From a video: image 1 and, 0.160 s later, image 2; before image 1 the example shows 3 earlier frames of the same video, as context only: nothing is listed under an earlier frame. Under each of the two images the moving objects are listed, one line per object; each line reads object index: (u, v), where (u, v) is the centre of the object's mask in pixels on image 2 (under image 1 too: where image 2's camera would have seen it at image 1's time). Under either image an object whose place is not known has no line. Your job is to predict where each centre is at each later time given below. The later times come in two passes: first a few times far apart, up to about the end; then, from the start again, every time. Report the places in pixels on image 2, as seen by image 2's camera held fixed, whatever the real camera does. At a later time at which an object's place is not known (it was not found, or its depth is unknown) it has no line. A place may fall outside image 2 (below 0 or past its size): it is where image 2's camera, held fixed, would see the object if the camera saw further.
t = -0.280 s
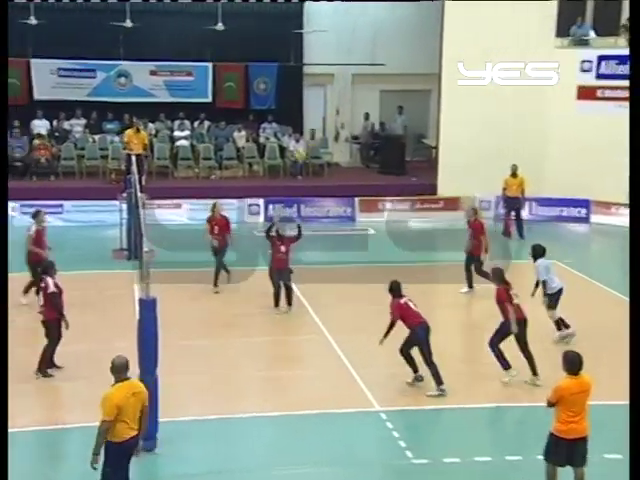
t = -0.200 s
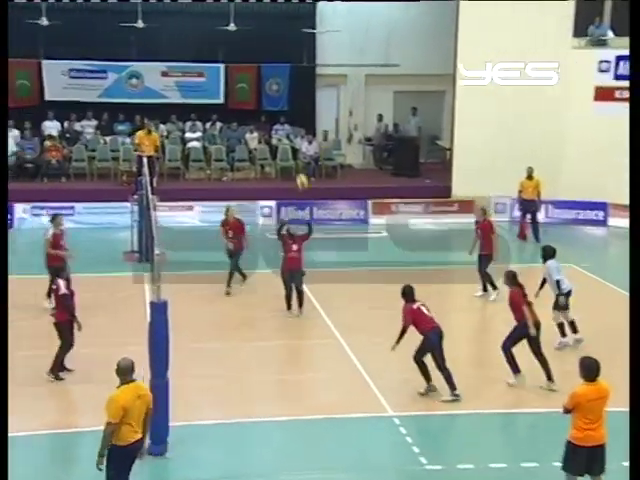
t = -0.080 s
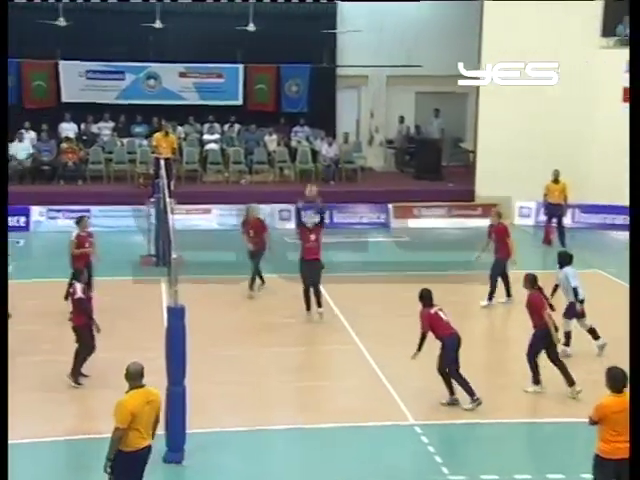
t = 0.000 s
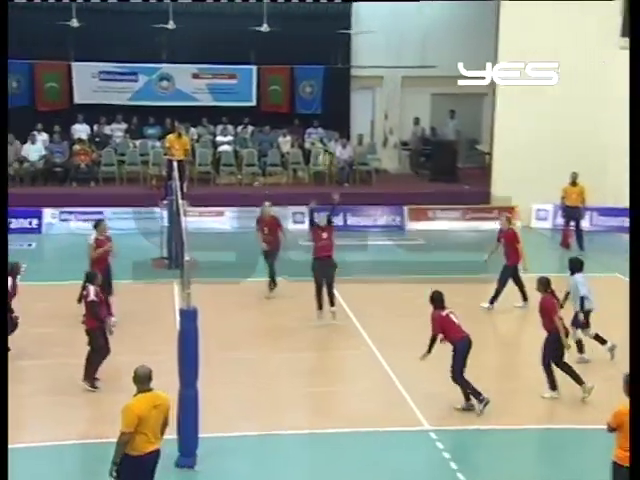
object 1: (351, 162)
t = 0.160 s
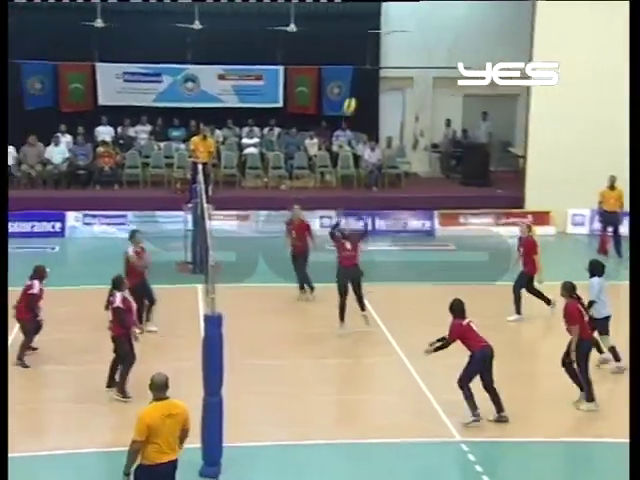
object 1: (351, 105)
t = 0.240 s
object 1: (348, 82)
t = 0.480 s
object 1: (346, 37)
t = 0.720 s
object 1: (341, 32)
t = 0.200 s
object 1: (350, 93)
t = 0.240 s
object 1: (348, 82)
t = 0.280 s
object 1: (349, 72)
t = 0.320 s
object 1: (347, 62)
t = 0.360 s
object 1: (346, 55)
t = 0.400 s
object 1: (347, 48)
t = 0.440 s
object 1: (346, 42)
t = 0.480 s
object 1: (346, 37)
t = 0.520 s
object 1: (347, 34)
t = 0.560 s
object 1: (345, 31)
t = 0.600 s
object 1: (344, 30)
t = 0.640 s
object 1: (343, 29)
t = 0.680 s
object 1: (342, 30)
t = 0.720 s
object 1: (341, 32)
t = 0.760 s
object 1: (339, 35)
